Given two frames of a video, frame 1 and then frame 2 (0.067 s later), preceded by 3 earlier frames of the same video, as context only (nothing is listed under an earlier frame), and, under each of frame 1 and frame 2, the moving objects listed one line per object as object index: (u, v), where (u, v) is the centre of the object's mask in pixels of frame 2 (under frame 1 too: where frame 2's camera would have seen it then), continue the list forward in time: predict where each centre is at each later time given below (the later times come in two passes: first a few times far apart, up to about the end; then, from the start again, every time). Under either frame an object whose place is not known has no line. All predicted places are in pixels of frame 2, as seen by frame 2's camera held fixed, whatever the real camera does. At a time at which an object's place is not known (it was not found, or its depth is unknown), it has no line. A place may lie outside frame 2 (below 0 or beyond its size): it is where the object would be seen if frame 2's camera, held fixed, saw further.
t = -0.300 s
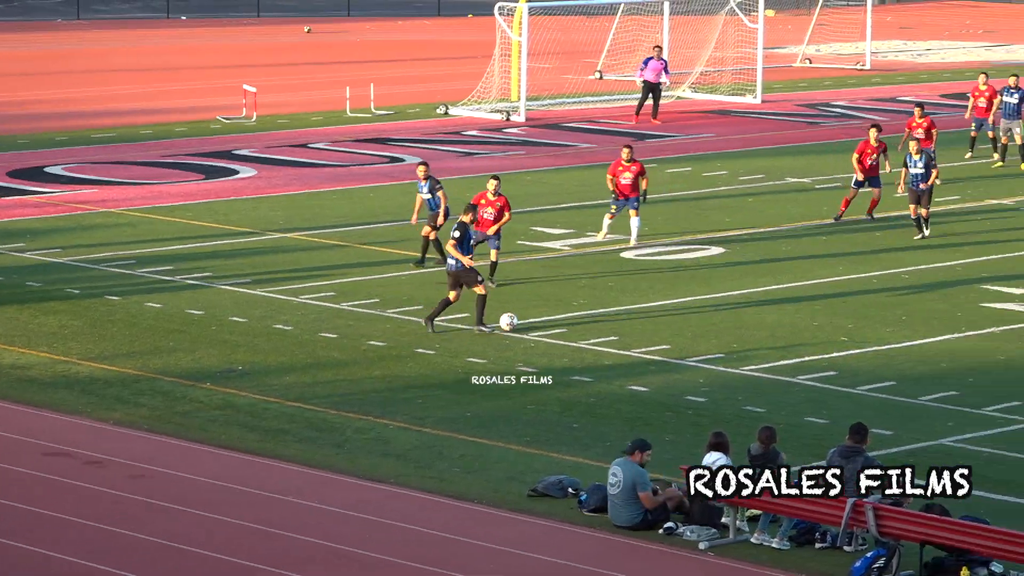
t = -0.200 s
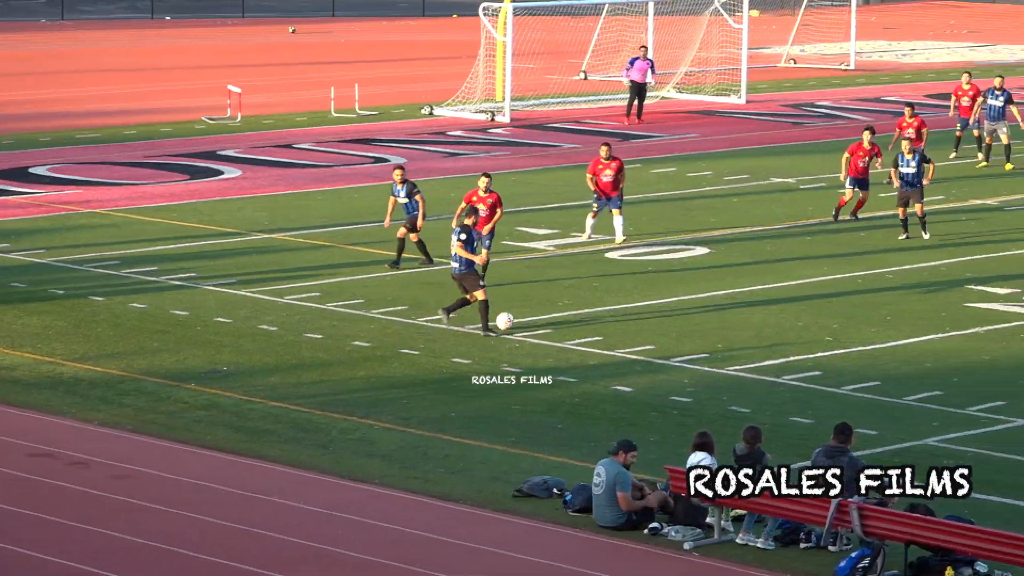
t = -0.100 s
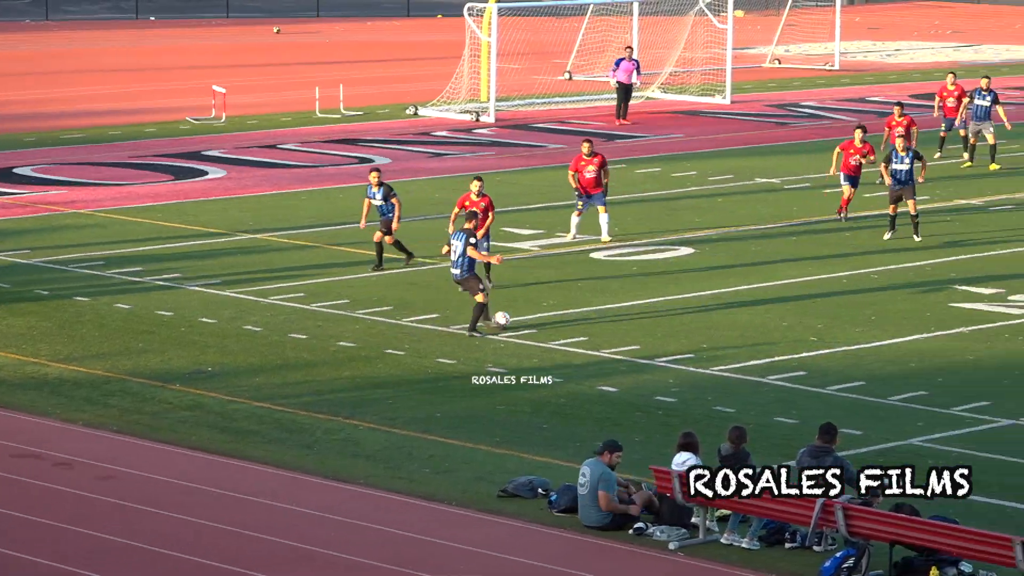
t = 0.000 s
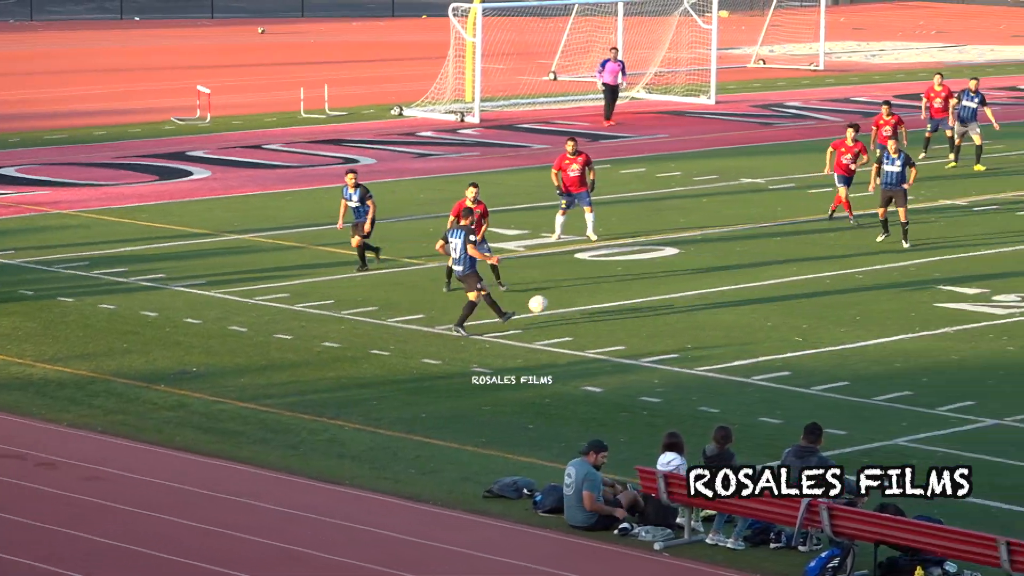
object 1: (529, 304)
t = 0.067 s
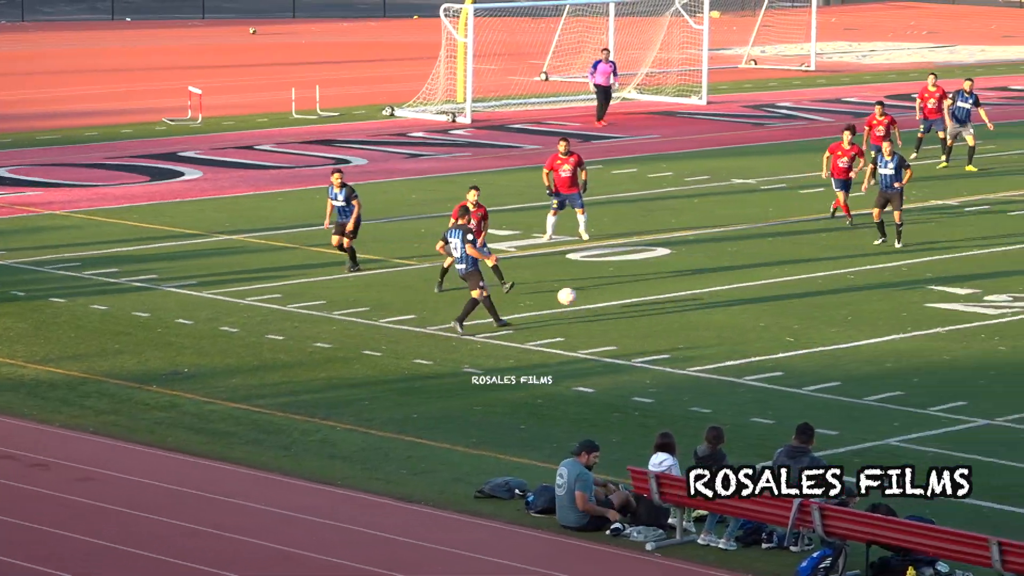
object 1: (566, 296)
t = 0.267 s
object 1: (664, 281)
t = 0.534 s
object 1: (760, 262)
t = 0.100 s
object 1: (584, 293)
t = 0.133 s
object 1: (602, 290)
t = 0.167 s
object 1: (619, 289)
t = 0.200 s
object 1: (636, 289)
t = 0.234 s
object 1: (651, 286)
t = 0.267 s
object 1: (664, 281)
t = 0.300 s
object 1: (677, 276)
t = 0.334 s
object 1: (690, 272)
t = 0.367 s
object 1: (703, 269)
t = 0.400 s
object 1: (716, 266)
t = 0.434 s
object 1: (728, 266)
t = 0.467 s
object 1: (739, 266)
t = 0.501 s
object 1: (750, 265)
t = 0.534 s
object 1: (760, 262)
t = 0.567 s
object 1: (769, 259)
